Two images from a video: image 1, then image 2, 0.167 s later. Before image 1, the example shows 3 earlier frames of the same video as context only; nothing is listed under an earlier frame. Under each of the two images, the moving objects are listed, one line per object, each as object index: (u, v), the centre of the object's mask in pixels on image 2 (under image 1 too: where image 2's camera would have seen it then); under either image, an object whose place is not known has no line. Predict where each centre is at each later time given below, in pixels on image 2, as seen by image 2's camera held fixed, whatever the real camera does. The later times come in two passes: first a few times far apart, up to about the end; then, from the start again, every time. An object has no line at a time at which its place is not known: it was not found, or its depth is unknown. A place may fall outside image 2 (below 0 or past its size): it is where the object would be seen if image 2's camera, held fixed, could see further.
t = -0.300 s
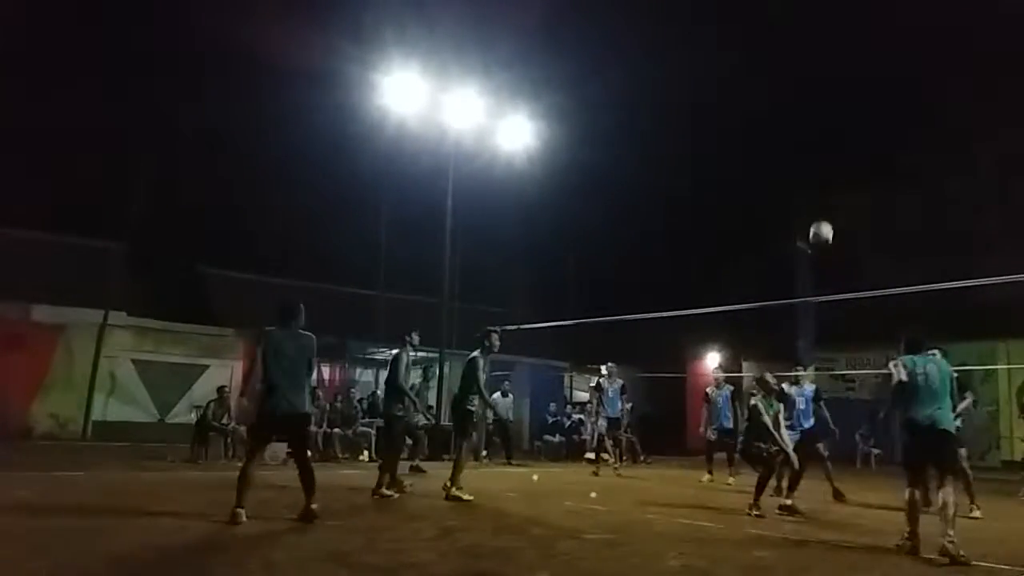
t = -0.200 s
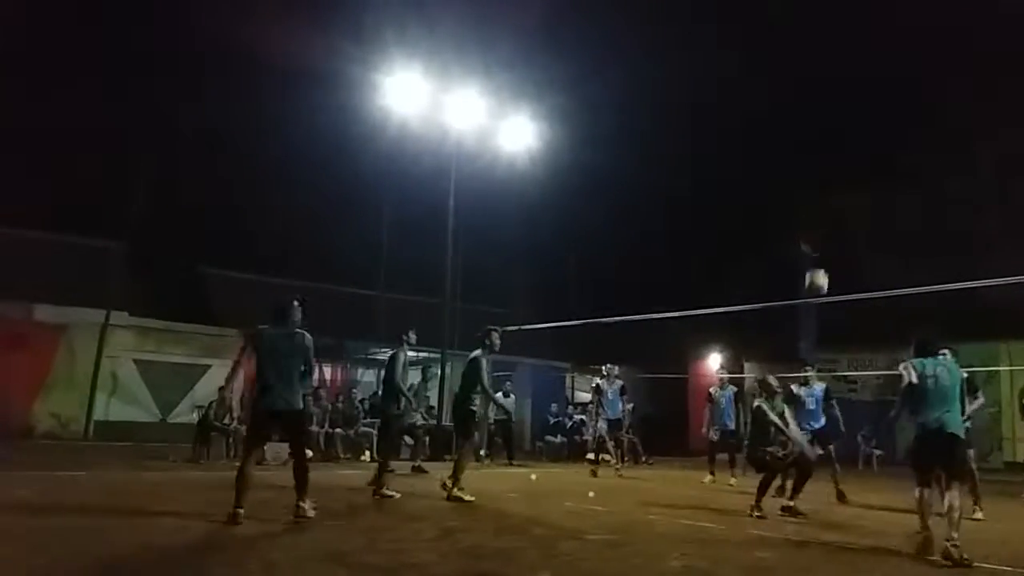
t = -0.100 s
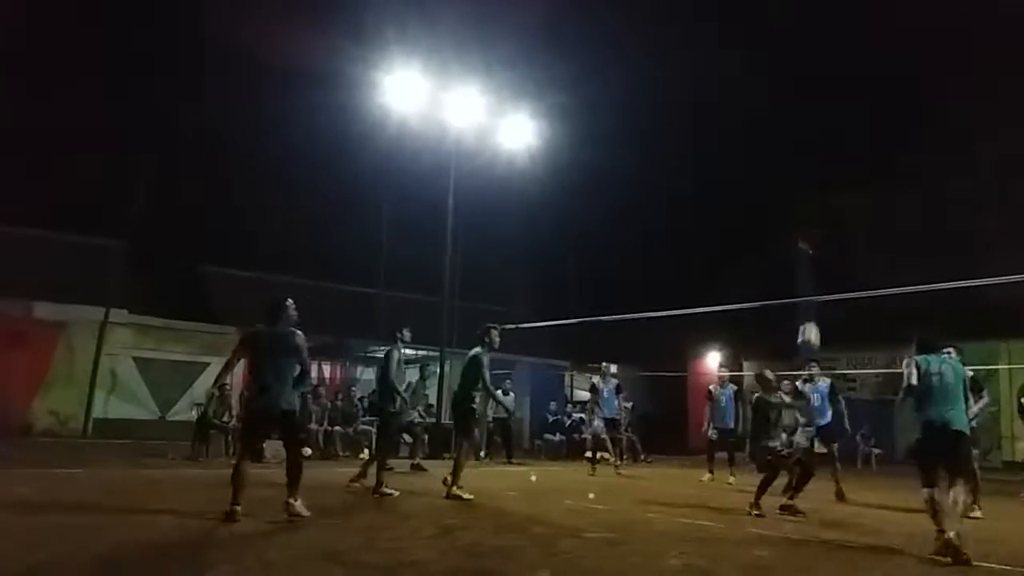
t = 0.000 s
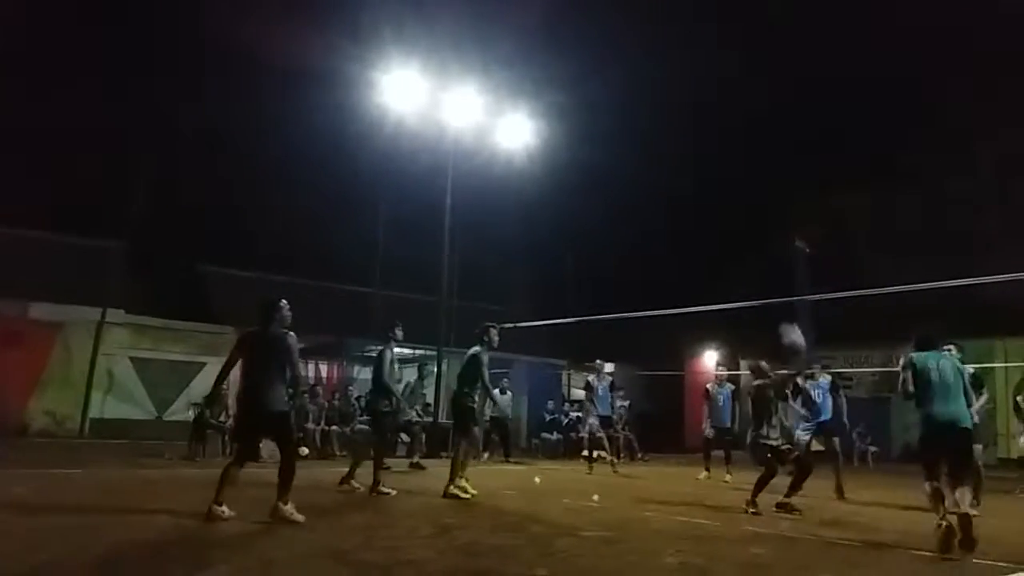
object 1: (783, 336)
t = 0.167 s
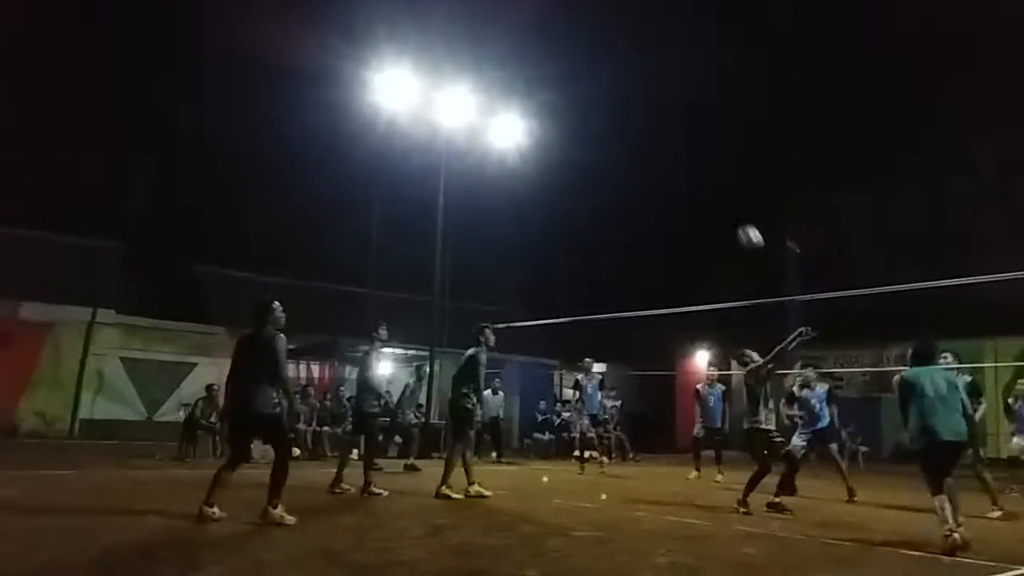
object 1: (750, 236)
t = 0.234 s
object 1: (738, 207)
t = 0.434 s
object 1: (705, 146)
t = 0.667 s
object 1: (674, 121)
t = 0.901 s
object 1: (644, 137)
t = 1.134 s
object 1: (616, 189)
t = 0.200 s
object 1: (744, 222)
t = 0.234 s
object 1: (738, 207)
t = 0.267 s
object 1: (733, 194)
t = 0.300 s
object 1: (726, 183)
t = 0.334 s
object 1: (721, 173)
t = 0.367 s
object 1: (716, 163)
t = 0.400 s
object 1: (711, 154)
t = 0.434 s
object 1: (705, 146)
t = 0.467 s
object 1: (701, 140)
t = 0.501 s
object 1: (696, 135)
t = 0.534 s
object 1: (691, 130)
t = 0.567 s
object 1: (687, 126)
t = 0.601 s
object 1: (682, 124)
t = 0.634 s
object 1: (678, 122)
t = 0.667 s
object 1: (674, 121)
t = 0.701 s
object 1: (669, 122)
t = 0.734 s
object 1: (664, 121)
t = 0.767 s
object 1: (660, 122)
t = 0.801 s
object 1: (657, 126)
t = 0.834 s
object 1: (653, 129)
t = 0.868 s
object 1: (648, 133)
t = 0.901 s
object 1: (644, 137)
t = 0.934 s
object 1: (640, 142)
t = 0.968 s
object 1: (636, 148)
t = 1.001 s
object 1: (632, 156)
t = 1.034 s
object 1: (628, 163)
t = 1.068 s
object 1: (623, 171)
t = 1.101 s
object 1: (620, 180)
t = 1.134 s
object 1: (616, 189)
